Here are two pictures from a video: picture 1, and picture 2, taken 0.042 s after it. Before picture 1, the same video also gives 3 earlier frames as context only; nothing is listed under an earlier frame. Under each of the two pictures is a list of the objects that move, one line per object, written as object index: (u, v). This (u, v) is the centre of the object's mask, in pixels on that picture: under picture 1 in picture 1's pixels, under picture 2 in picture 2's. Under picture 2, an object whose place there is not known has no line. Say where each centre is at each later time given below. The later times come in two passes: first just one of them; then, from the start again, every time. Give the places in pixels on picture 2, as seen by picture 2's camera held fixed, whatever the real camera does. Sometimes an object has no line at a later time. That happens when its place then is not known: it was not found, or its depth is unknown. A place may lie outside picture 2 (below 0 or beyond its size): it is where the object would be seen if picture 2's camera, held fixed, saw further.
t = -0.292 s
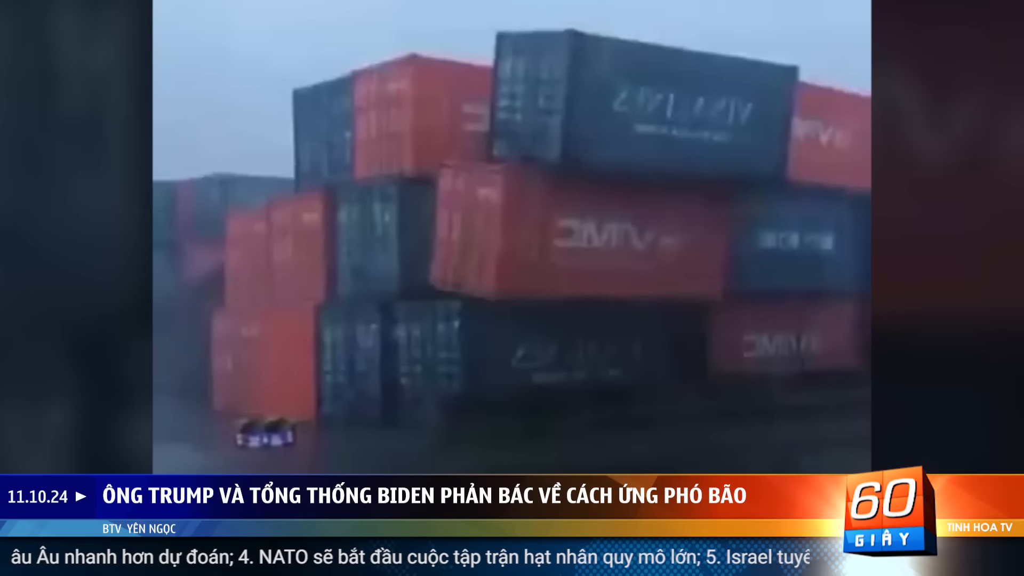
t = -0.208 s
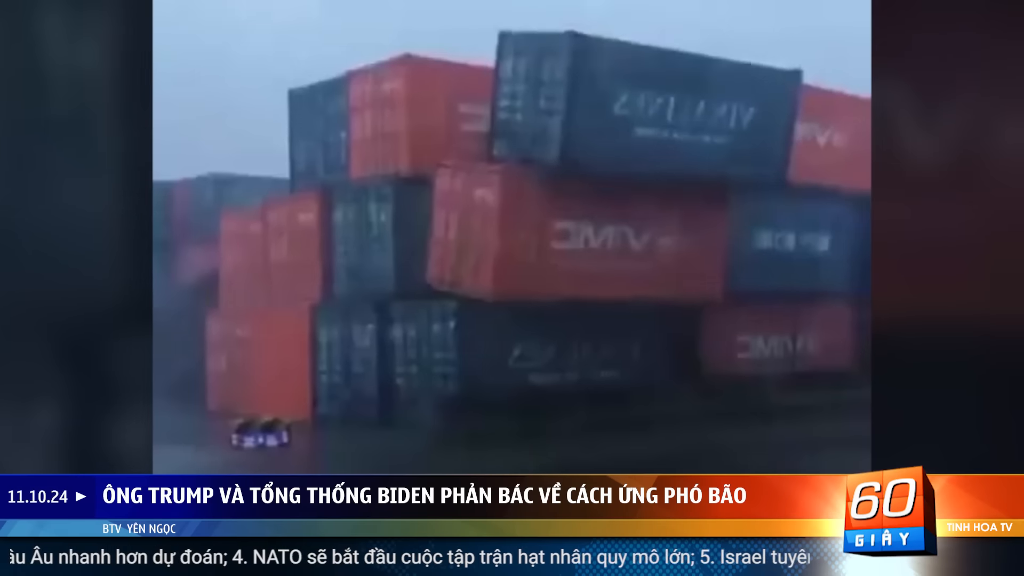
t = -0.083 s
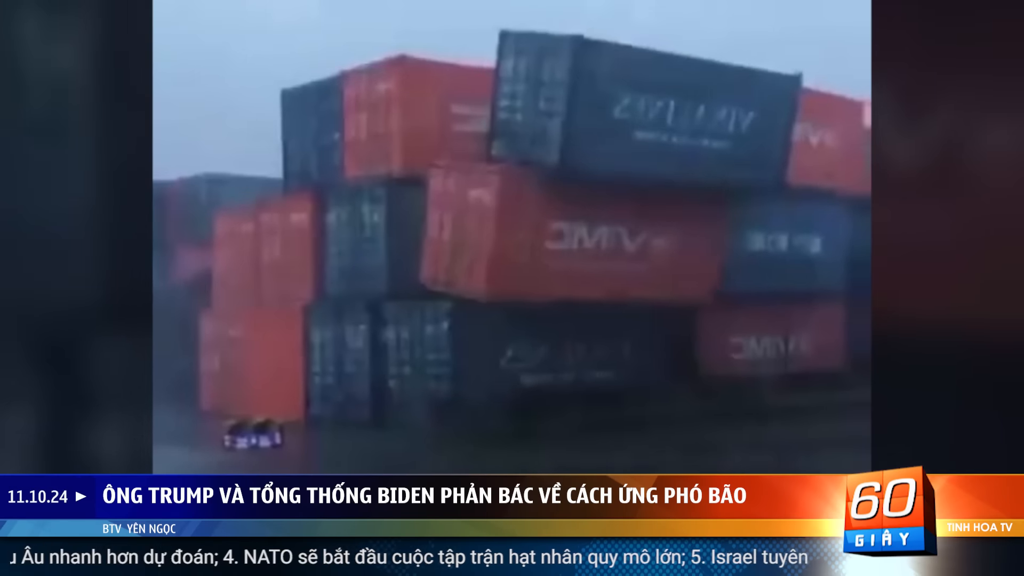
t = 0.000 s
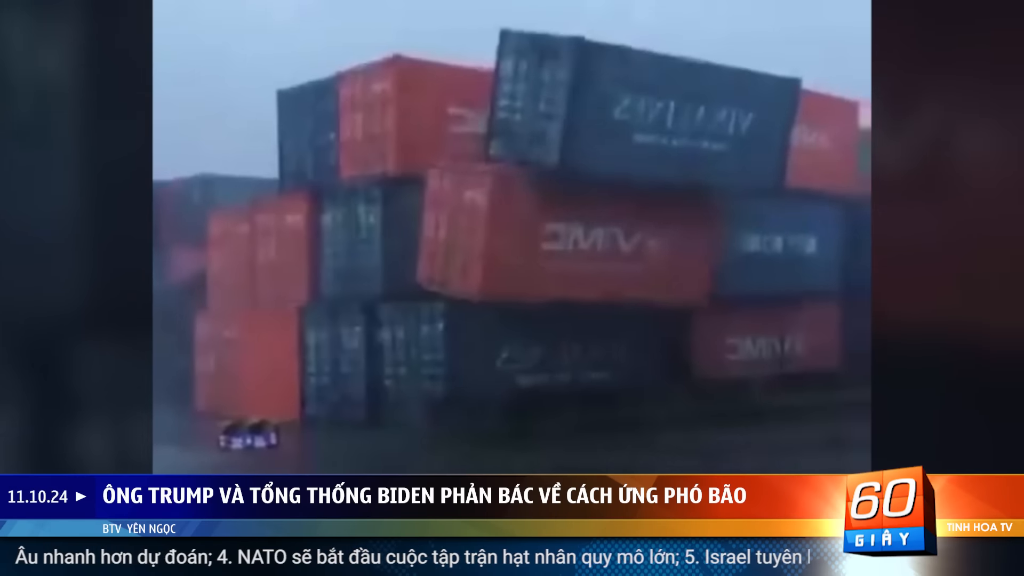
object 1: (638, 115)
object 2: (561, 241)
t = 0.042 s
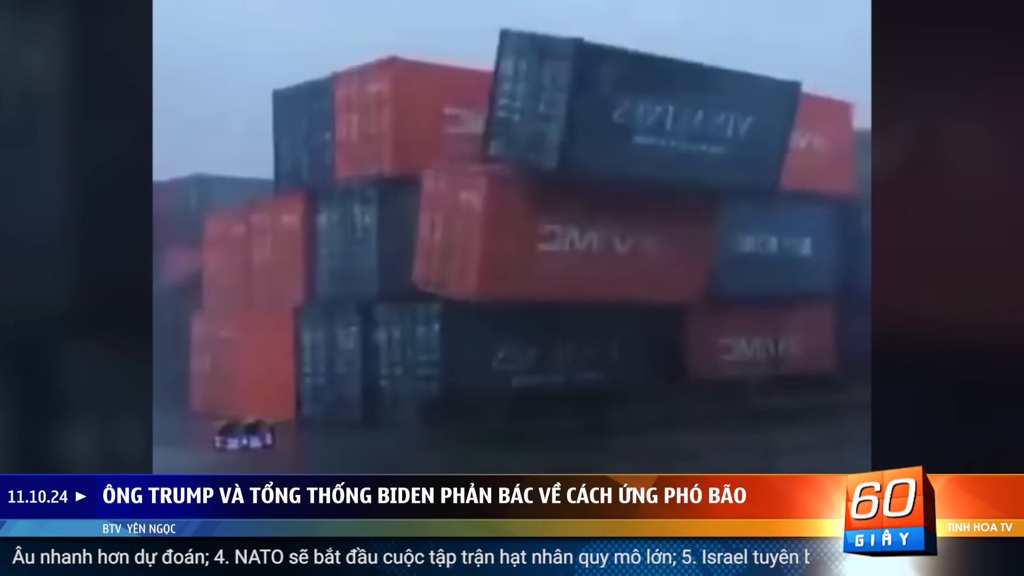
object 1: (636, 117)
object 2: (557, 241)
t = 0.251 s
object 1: (646, 122)
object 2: (552, 243)
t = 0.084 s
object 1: (637, 116)
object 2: (557, 241)
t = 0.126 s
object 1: (639, 118)
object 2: (557, 241)
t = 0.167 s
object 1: (639, 118)
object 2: (557, 241)
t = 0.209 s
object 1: (645, 121)
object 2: (554, 242)
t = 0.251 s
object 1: (646, 122)
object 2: (552, 243)
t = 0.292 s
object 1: (649, 123)
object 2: (552, 243)
